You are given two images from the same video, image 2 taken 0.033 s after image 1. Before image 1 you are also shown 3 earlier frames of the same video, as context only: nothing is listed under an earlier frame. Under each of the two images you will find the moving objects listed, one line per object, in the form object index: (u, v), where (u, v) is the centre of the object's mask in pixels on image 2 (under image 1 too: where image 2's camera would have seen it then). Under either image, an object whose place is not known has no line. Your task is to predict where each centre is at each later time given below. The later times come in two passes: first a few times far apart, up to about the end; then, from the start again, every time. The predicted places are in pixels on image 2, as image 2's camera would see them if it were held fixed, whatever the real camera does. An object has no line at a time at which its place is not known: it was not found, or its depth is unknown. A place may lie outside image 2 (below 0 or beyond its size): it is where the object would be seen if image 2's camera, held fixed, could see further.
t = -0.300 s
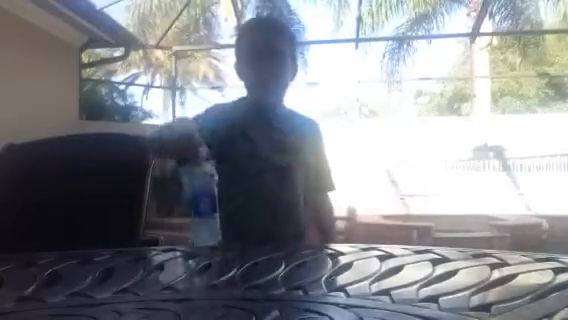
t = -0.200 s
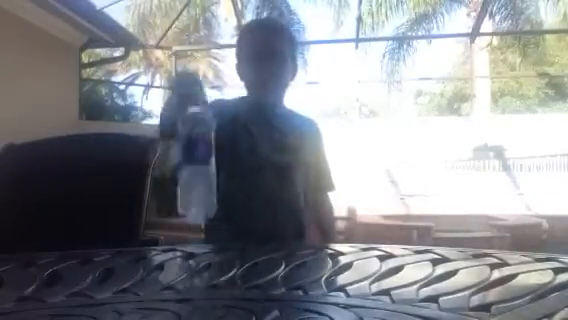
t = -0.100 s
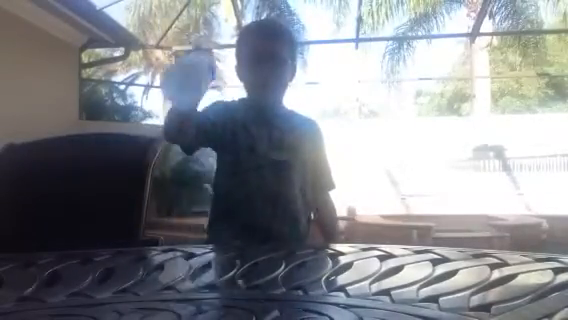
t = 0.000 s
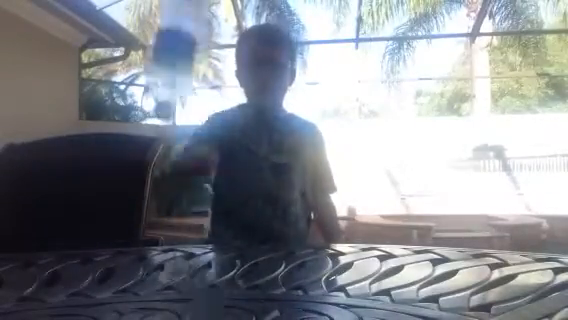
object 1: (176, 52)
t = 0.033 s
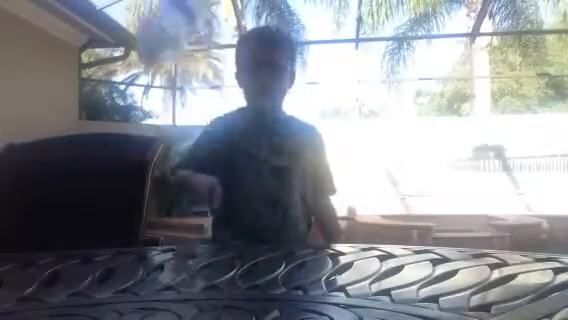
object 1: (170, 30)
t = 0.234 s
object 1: (177, 110)
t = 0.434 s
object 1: (172, 181)
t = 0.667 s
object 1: (171, 181)
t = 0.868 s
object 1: (171, 182)
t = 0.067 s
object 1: (177, 15)
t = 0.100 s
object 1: (180, 23)
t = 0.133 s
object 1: (176, 35)
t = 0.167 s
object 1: (175, 47)
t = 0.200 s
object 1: (176, 70)
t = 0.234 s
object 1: (177, 110)
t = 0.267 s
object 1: (176, 156)
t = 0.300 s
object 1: (174, 181)
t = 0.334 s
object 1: (173, 182)
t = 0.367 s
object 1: (171, 181)
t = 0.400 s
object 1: (172, 182)
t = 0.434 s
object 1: (172, 181)
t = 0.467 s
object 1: (172, 181)
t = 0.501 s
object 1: (172, 181)
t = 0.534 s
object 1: (171, 181)
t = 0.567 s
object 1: (169, 181)
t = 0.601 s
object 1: (169, 181)
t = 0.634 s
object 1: (171, 182)
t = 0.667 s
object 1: (171, 181)
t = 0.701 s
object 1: (170, 182)
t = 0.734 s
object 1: (171, 182)
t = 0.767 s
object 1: (170, 181)
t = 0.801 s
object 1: (171, 187)
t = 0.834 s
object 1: (171, 183)
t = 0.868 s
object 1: (171, 182)
